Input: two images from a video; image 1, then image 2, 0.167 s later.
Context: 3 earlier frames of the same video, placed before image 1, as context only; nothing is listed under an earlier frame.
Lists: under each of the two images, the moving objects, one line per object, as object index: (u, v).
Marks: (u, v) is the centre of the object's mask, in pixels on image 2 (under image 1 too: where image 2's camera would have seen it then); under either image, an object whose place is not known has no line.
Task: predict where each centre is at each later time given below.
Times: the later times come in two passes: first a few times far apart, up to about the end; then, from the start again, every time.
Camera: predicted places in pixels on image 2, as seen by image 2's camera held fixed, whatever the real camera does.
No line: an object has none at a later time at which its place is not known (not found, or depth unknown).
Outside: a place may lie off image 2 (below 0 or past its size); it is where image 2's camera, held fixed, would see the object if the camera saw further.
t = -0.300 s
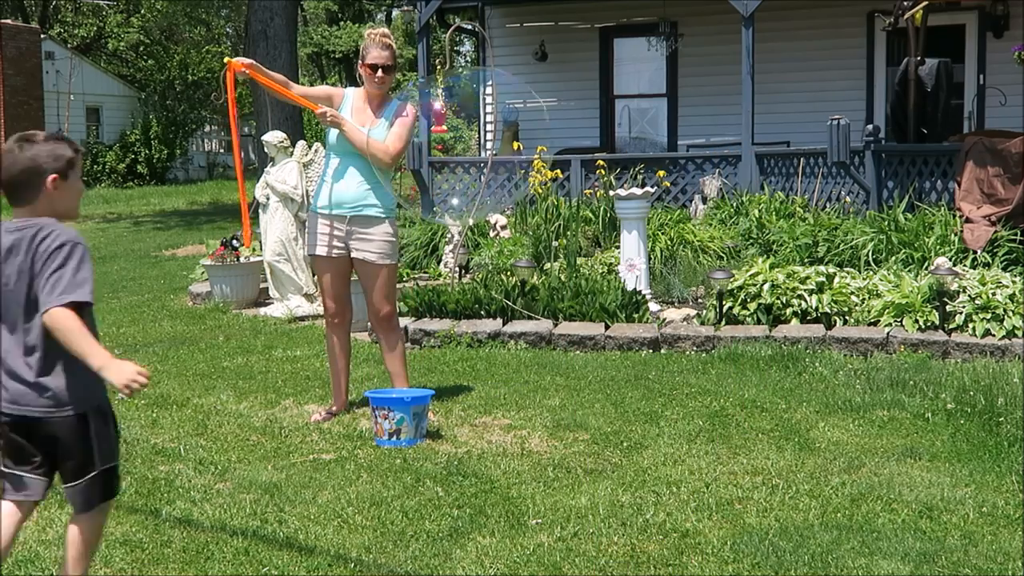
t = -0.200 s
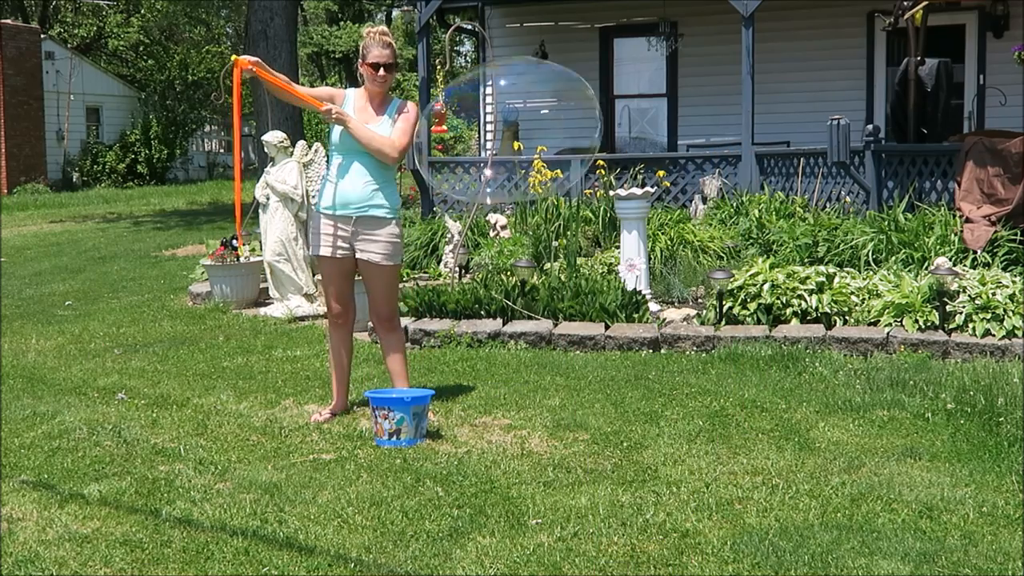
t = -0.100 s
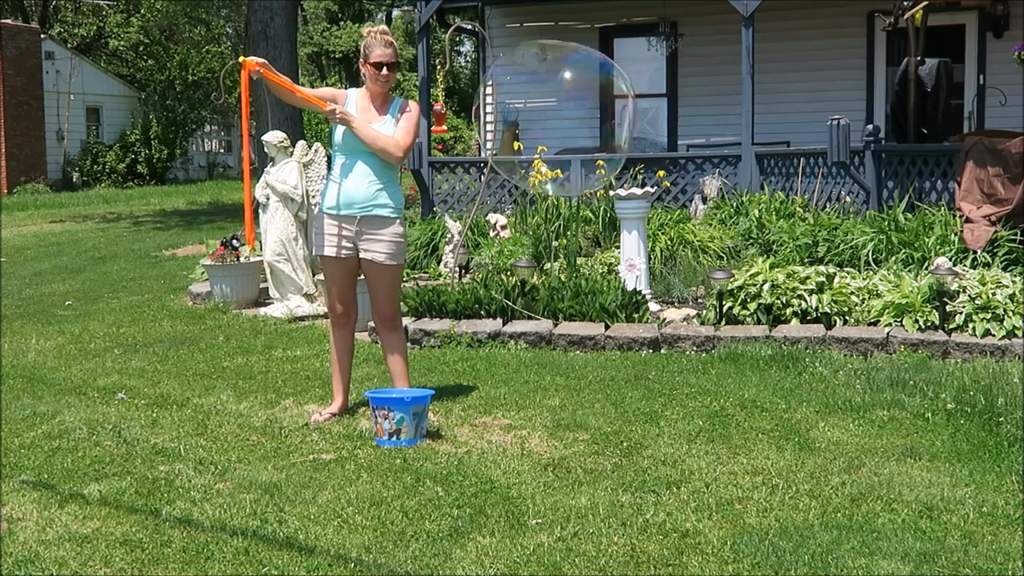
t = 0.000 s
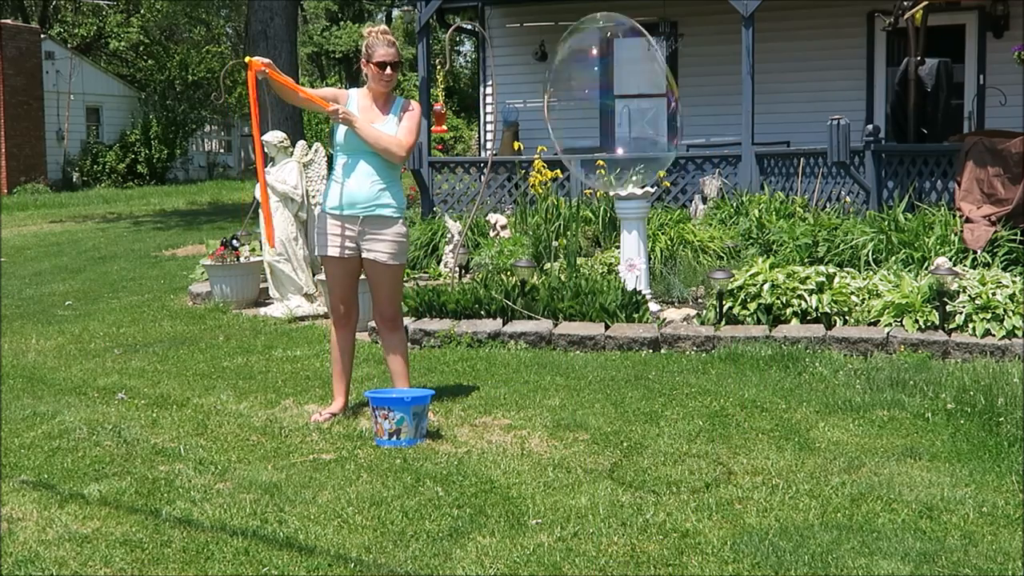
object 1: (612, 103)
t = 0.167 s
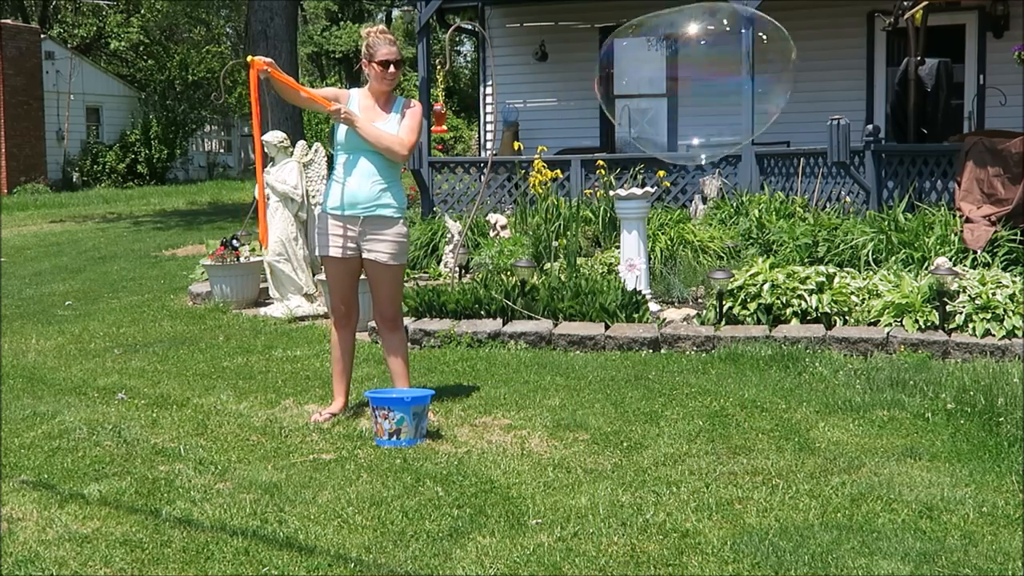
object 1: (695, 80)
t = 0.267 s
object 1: (736, 68)
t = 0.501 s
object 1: (790, 52)
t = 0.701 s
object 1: (808, 45)
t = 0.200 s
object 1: (712, 74)
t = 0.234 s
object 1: (724, 72)
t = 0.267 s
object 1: (736, 68)
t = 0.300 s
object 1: (747, 63)
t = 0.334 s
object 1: (753, 61)
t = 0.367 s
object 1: (758, 59)
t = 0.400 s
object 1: (768, 57)
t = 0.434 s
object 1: (776, 55)
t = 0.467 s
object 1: (784, 54)
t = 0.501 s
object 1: (790, 52)
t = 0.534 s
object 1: (795, 52)
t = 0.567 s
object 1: (796, 51)
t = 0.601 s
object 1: (799, 48)
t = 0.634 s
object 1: (804, 45)
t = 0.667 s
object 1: (807, 43)
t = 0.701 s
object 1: (808, 45)
